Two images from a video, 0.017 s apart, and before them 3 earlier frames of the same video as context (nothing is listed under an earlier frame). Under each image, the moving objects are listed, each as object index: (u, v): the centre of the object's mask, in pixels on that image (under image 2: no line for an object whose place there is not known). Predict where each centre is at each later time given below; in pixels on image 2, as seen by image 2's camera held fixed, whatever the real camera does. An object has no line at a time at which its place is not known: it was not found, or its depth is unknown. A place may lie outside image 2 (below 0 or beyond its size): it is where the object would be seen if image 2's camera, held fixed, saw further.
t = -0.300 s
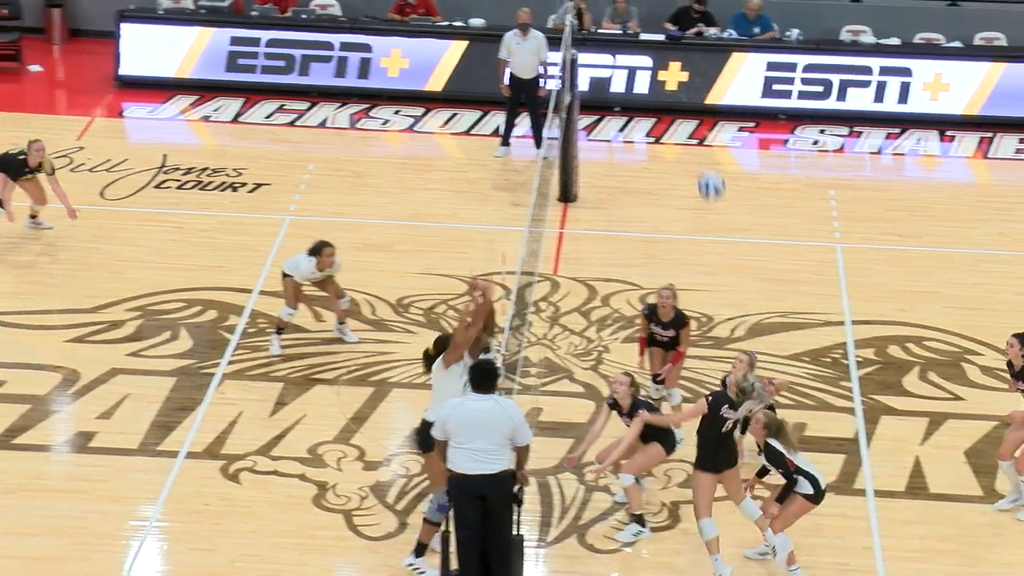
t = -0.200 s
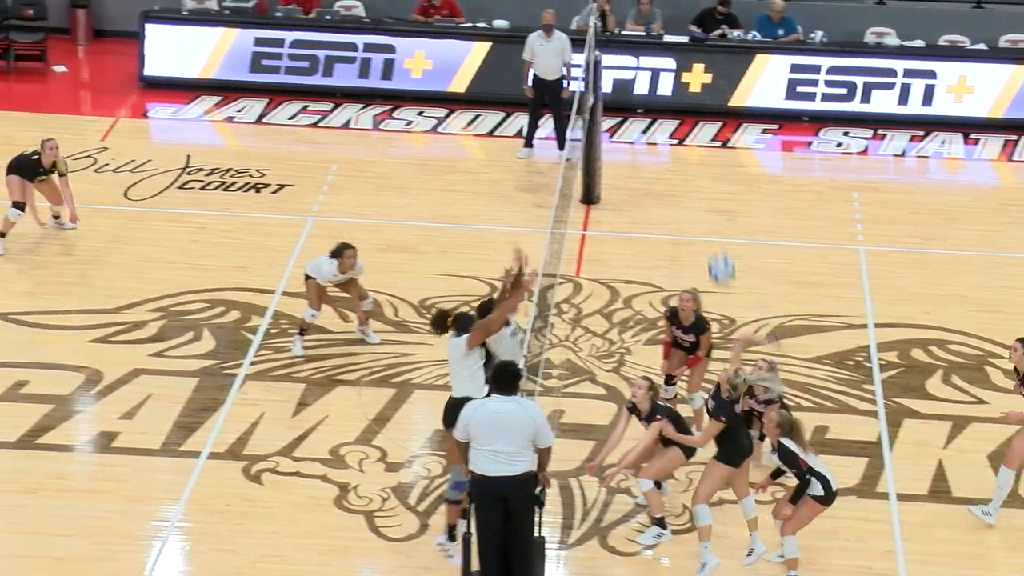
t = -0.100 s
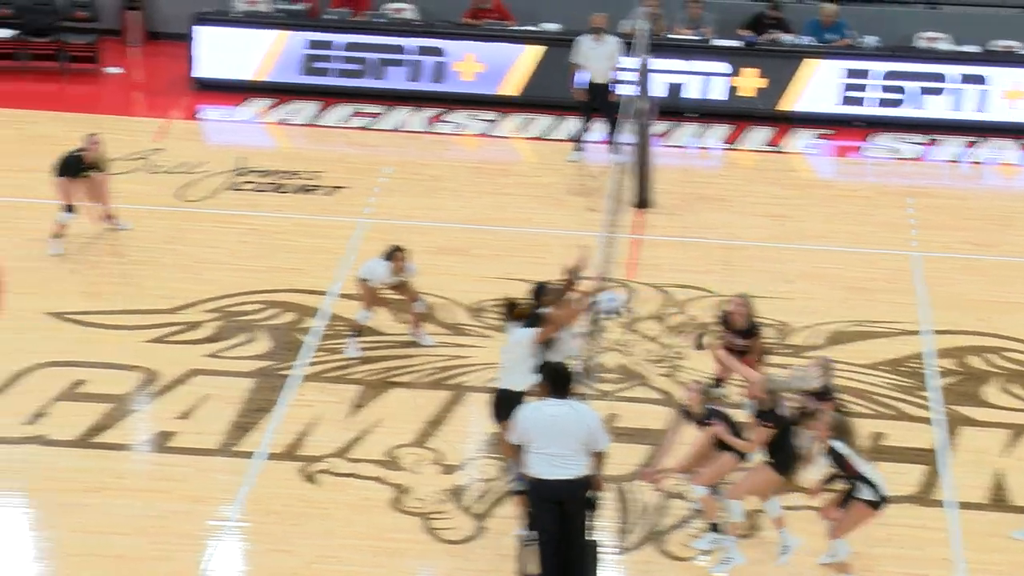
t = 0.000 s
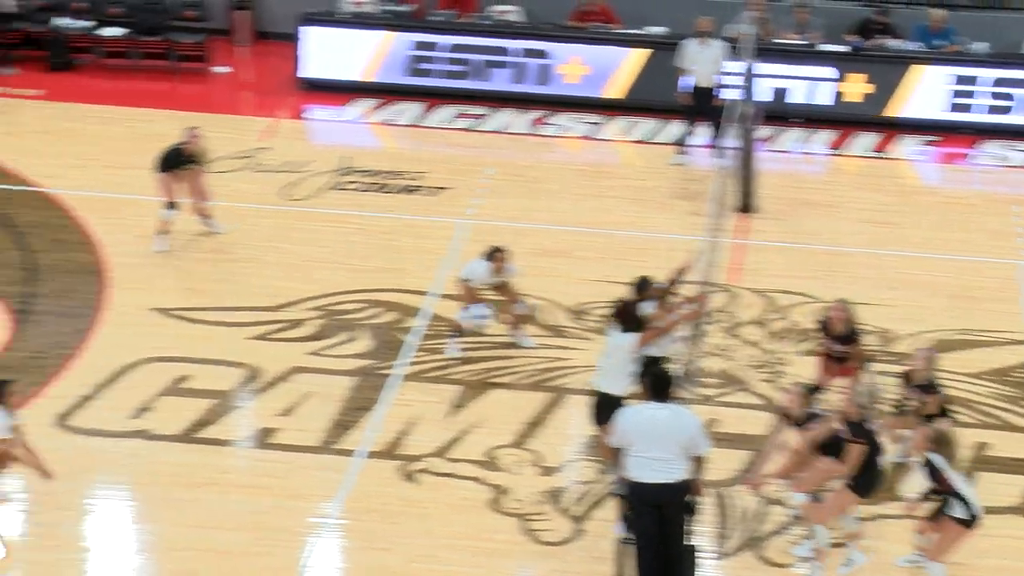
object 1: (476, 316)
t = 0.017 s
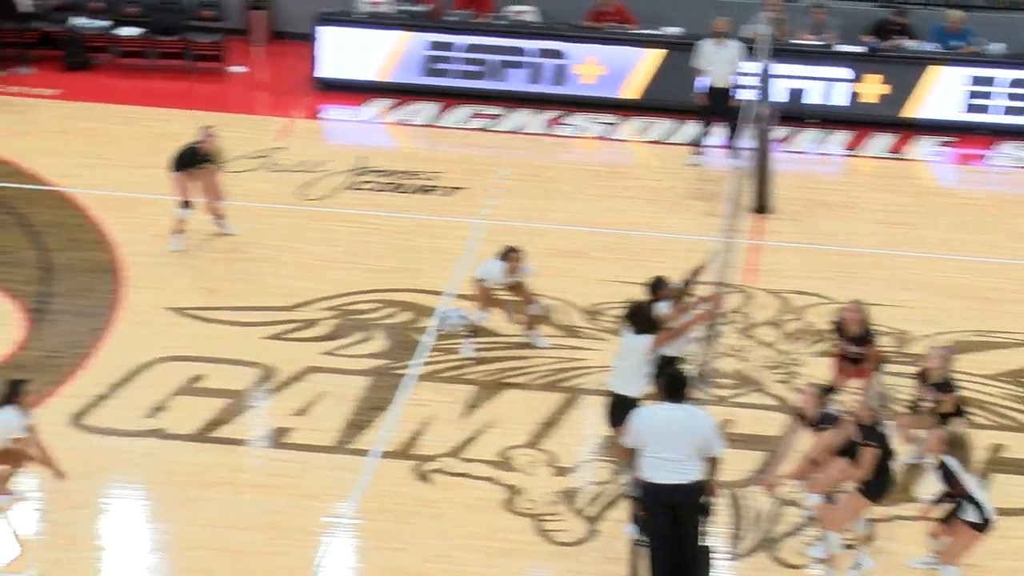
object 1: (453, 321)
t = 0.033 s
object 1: (415, 322)
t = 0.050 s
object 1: (379, 326)
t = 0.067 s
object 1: (343, 330)
